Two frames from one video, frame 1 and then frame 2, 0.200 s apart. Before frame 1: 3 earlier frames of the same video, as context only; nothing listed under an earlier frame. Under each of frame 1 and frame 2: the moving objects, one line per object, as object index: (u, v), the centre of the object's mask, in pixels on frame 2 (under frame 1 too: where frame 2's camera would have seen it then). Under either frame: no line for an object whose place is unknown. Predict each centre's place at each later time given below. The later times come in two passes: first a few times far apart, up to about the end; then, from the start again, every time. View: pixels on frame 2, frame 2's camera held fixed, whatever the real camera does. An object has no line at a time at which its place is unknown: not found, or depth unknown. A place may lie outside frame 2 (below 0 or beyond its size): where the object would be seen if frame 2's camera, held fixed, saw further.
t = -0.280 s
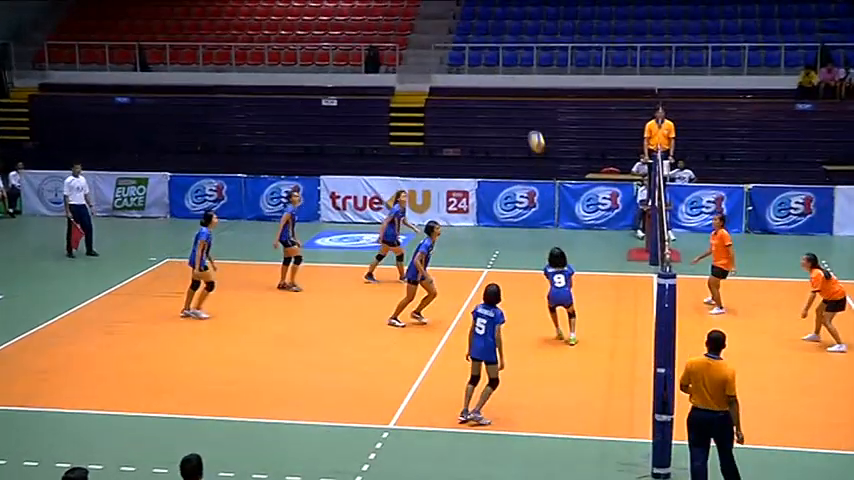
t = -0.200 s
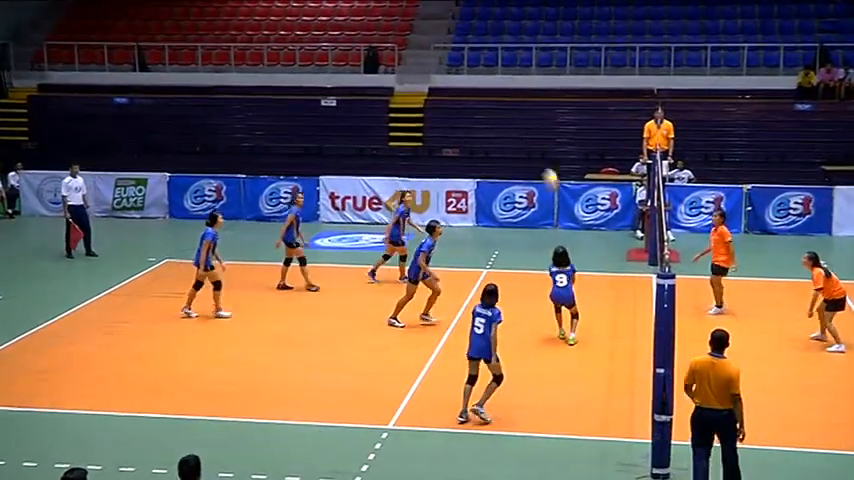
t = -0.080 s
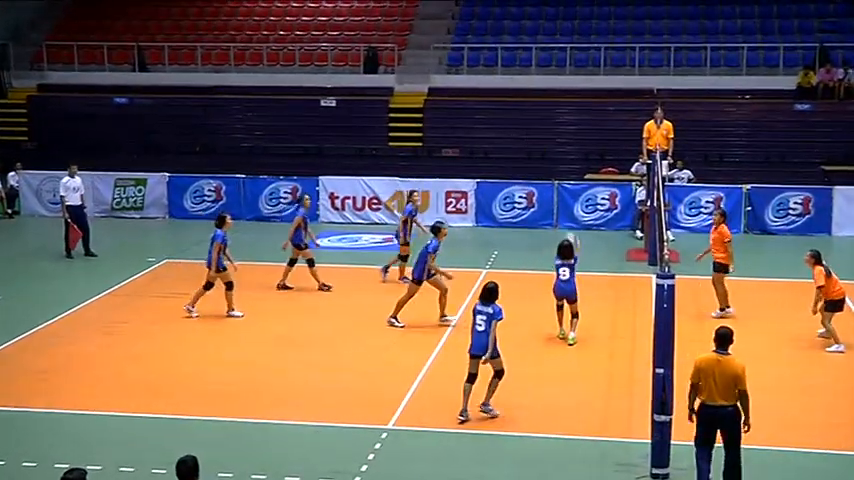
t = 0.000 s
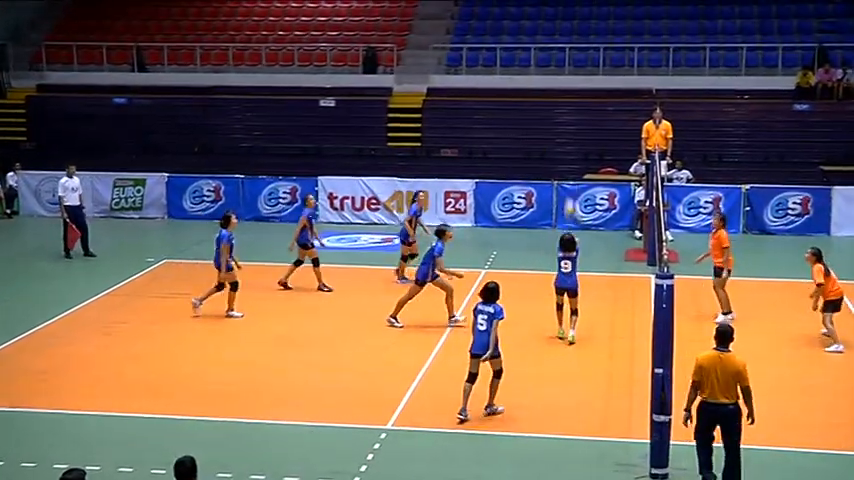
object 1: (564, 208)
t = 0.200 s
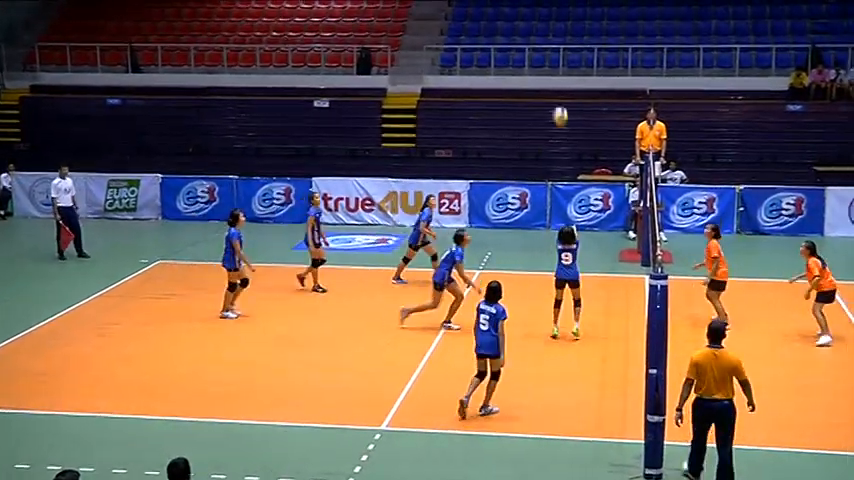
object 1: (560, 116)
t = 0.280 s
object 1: (558, 87)
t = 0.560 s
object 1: (548, 24)
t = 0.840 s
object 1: (536, 15)
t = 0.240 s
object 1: (559, 101)
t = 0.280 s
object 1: (558, 87)
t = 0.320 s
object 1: (556, 73)
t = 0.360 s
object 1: (555, 63)
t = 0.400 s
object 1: (553, 52)
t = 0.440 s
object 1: (552, 43)
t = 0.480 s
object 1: (551, 36)
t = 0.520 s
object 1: (549, 29)
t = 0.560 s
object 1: (548, 24)
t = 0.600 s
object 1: (546, 20)
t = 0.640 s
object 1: (544, 16)
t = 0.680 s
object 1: (543, 14)
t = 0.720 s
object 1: (541, 12)
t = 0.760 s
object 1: (540, 12)
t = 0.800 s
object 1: (538, 13)
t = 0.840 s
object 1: (536, 15)
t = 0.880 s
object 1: (534, 18)
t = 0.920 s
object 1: (533, 22)
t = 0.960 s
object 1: (531, 26)
